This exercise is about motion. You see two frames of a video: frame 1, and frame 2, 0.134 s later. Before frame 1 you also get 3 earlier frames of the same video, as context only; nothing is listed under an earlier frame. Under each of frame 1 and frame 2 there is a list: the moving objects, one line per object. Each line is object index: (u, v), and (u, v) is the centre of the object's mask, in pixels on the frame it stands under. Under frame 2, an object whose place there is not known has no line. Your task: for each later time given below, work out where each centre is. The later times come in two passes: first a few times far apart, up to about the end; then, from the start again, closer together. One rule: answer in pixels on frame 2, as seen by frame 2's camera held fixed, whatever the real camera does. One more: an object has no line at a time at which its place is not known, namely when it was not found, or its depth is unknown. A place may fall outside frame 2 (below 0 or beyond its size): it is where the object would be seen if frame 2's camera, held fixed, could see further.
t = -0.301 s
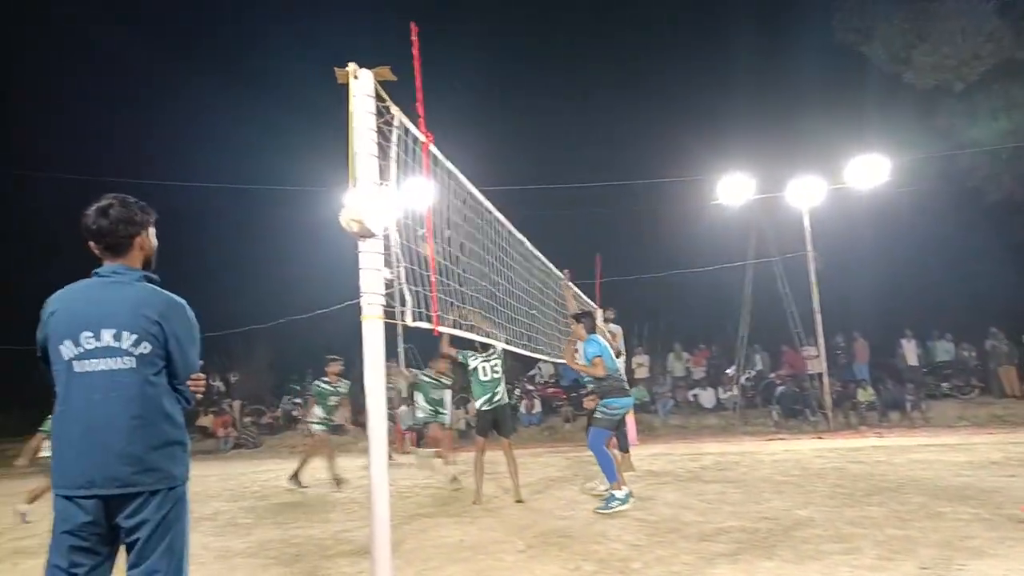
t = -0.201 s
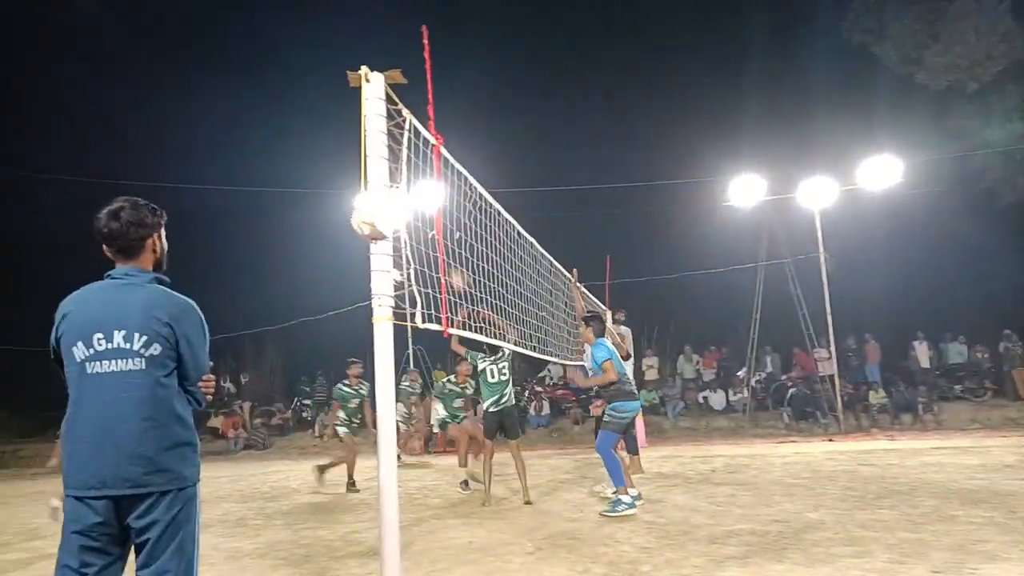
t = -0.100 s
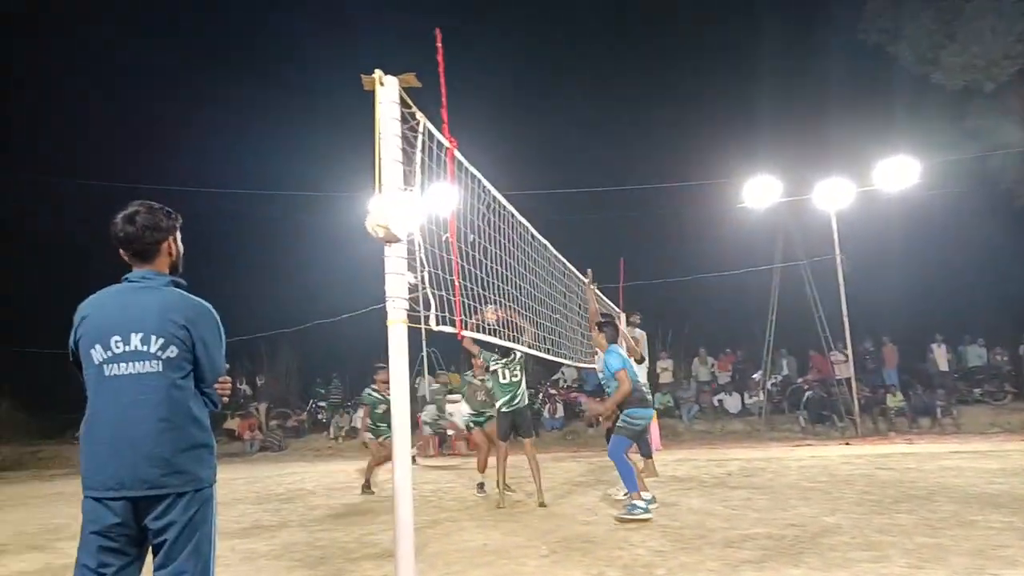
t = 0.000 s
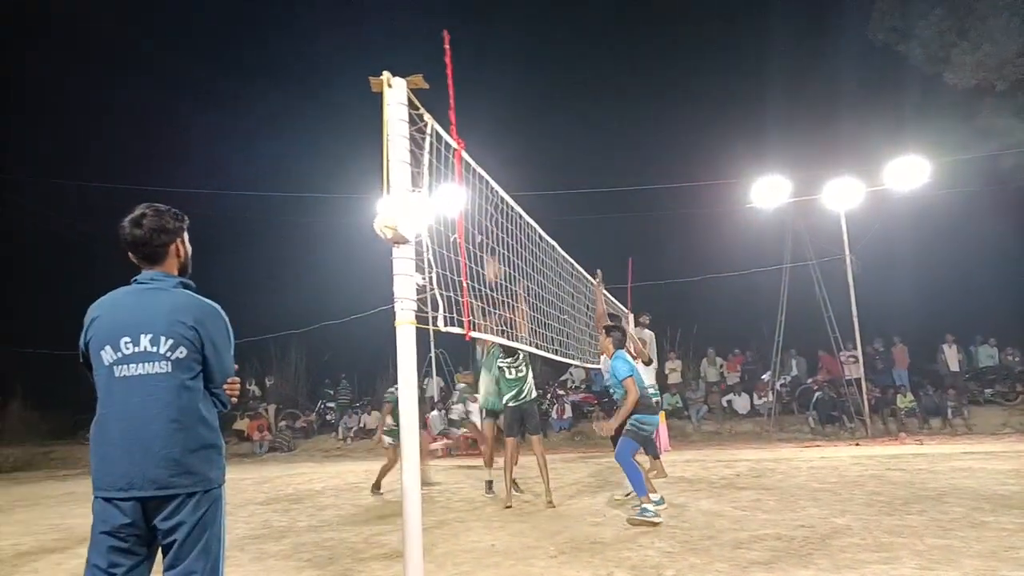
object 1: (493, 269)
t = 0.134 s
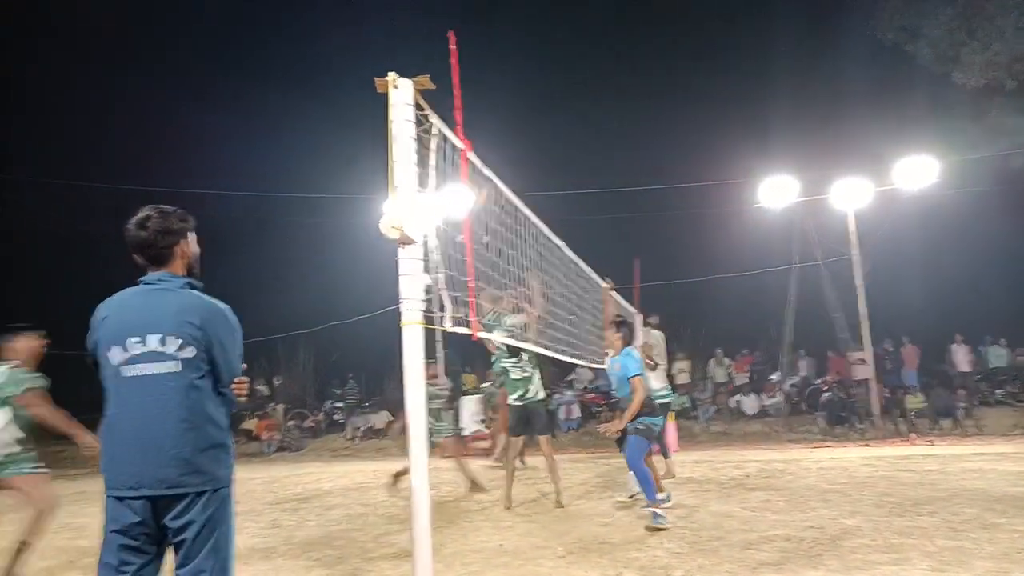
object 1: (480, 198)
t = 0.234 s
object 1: (475, 145)
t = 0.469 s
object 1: (441, 68)
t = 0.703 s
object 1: (408, 34)
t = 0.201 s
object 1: (483, 157)
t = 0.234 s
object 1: (475, 145)
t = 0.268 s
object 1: (471, 133)
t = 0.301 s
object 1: (465, 121)
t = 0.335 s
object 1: (458, 108)
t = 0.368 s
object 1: (453, 97)
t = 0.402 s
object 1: (447, 87)
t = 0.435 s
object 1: (446, 77)
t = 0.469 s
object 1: (441, 68)
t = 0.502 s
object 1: (438, 60)
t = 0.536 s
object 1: (435, 53)
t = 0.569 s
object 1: (429, 46)
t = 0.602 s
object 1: (425, 42)
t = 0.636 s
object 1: (420, 39)
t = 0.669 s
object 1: (410, 36)
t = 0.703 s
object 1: (408, 34)
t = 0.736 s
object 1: (405, 34)
